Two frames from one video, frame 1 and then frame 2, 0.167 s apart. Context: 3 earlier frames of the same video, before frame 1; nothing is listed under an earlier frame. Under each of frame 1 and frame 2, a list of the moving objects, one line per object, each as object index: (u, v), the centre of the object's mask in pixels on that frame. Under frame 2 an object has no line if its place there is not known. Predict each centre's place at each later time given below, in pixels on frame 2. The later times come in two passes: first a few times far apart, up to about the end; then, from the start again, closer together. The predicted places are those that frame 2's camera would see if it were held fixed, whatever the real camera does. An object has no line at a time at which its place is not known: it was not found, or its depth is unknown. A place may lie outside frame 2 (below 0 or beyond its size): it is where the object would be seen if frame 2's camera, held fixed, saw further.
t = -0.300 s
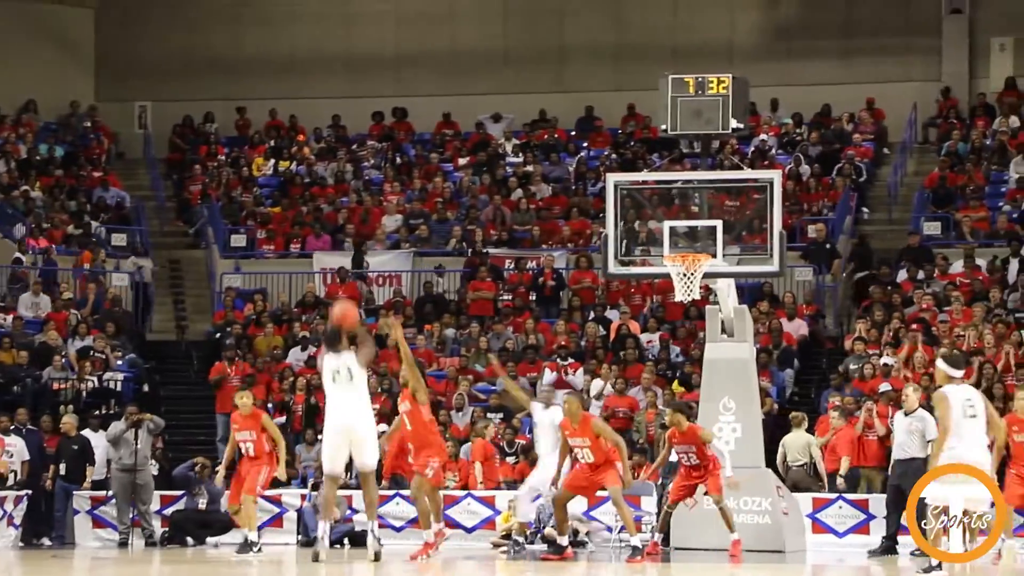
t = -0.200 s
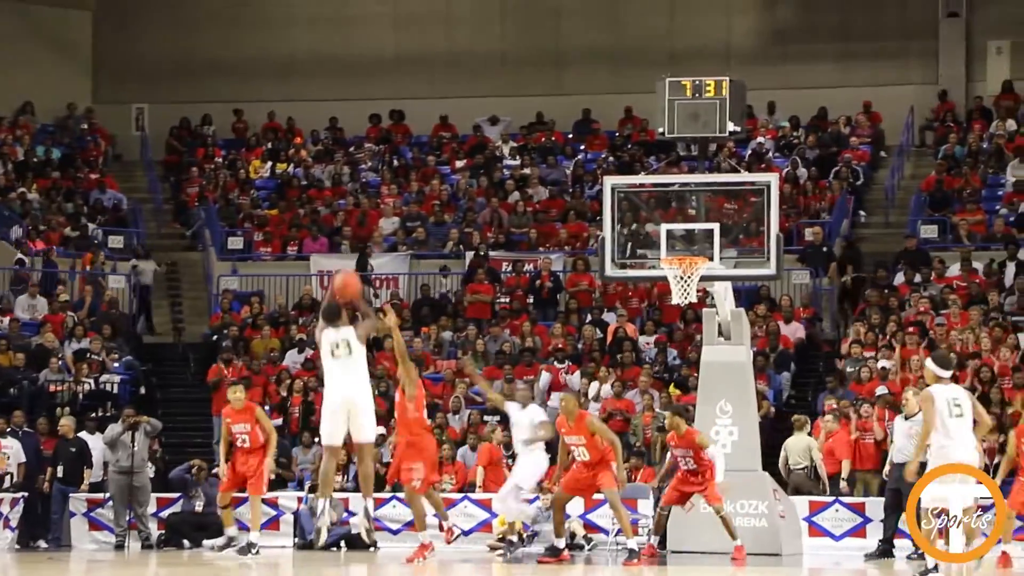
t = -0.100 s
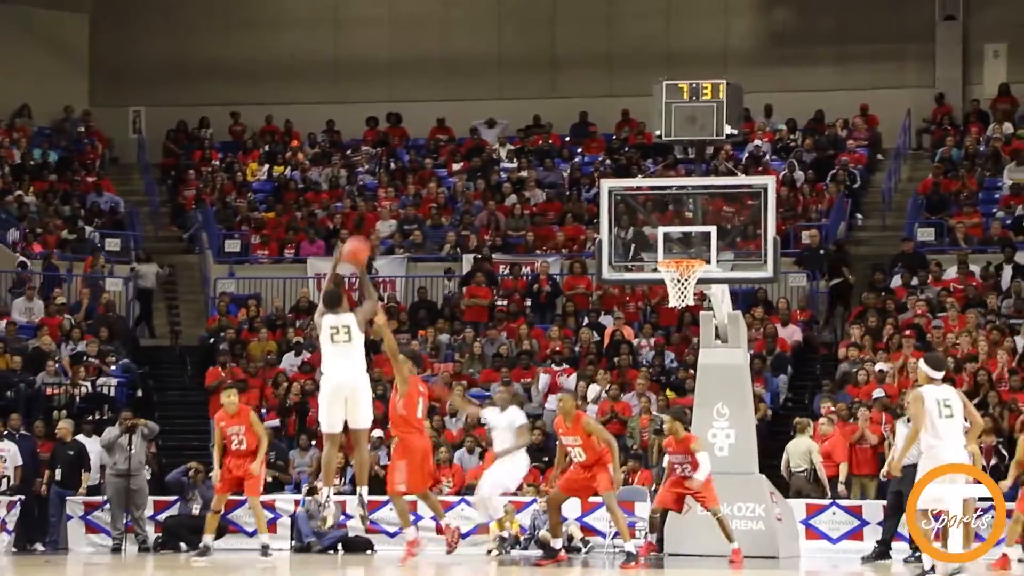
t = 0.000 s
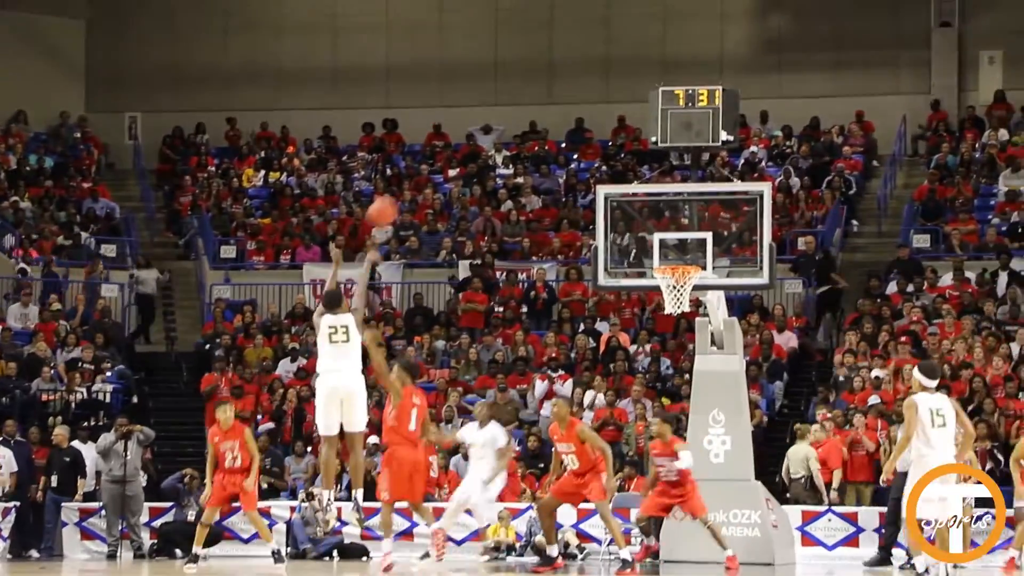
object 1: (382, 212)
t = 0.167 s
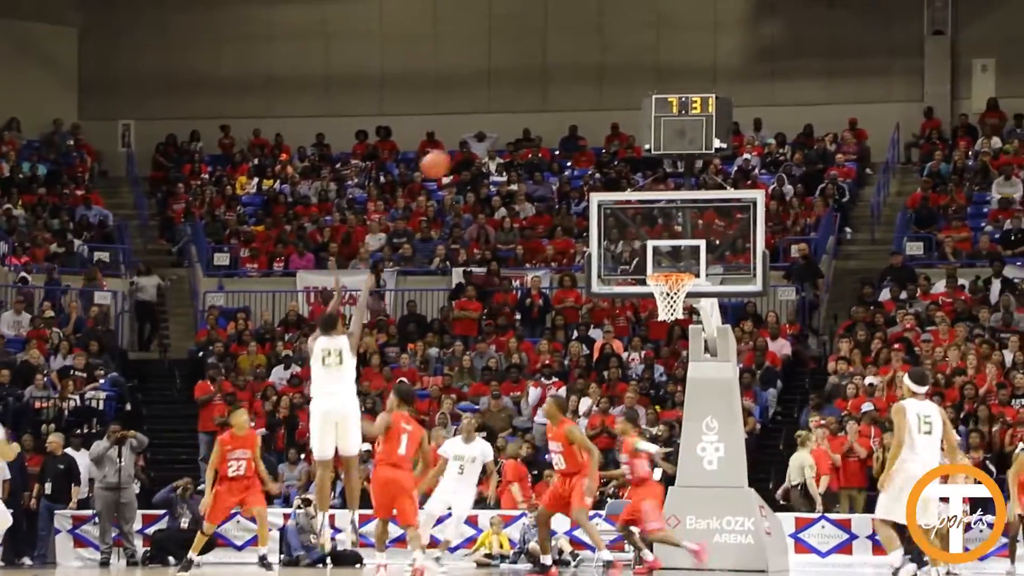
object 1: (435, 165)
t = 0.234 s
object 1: (458, 152)
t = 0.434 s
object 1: (523, 140)
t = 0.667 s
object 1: (592, 177)
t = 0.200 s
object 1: (446, 158)
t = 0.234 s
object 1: (458, 152)
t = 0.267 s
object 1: (468, 147)
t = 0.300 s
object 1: (480, 144)
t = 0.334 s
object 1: (491, 141)
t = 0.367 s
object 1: (501, 139)
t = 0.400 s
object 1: (512, 139)
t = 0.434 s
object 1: (523, 140)
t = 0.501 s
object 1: (543, 146)
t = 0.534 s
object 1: (553, 150)
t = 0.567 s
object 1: (563, 156)
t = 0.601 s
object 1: (573, 162)
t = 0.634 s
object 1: (582, 169)
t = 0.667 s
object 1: (592, 177)
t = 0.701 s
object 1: (601, 184)
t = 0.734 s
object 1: (611, 196)
